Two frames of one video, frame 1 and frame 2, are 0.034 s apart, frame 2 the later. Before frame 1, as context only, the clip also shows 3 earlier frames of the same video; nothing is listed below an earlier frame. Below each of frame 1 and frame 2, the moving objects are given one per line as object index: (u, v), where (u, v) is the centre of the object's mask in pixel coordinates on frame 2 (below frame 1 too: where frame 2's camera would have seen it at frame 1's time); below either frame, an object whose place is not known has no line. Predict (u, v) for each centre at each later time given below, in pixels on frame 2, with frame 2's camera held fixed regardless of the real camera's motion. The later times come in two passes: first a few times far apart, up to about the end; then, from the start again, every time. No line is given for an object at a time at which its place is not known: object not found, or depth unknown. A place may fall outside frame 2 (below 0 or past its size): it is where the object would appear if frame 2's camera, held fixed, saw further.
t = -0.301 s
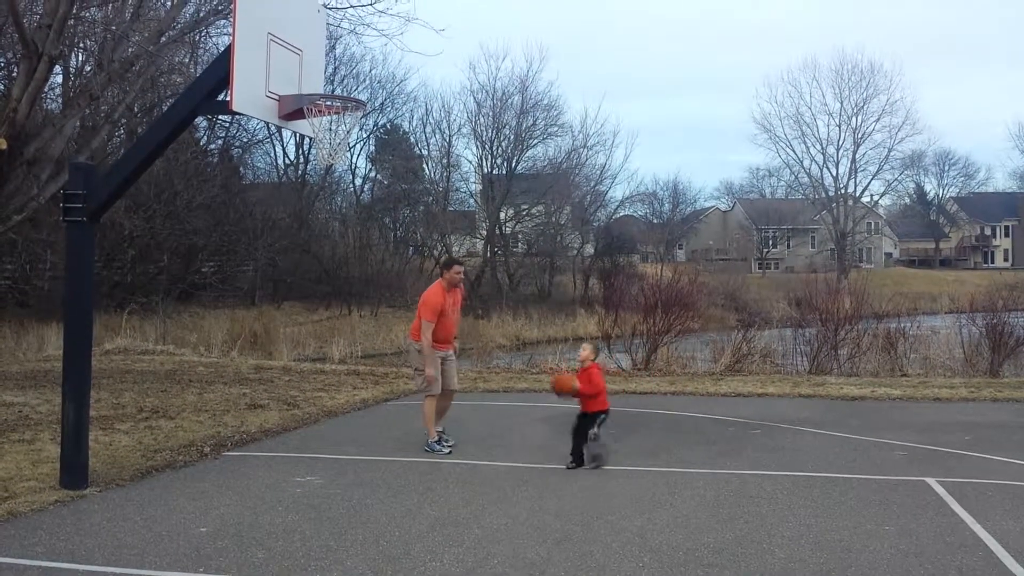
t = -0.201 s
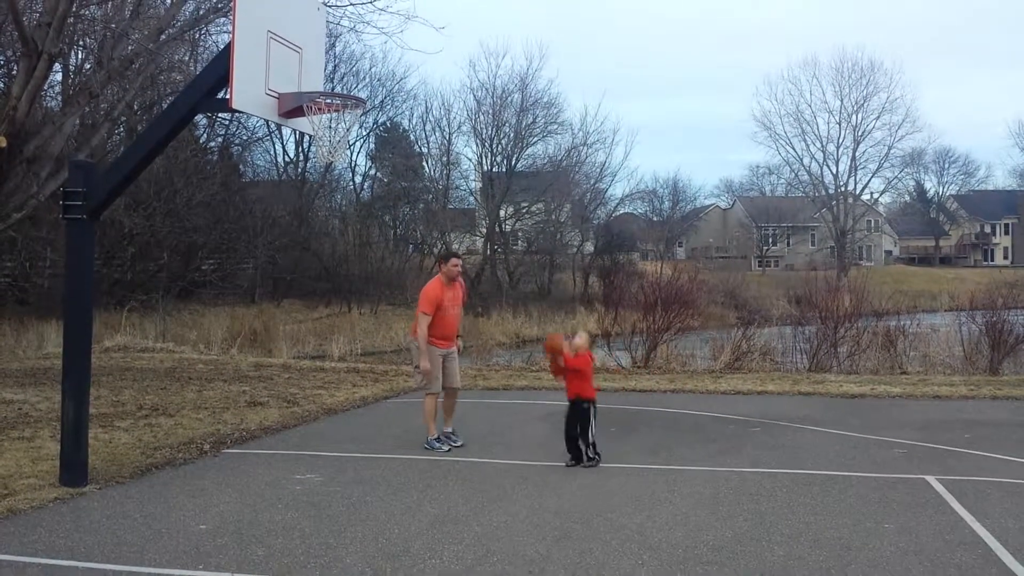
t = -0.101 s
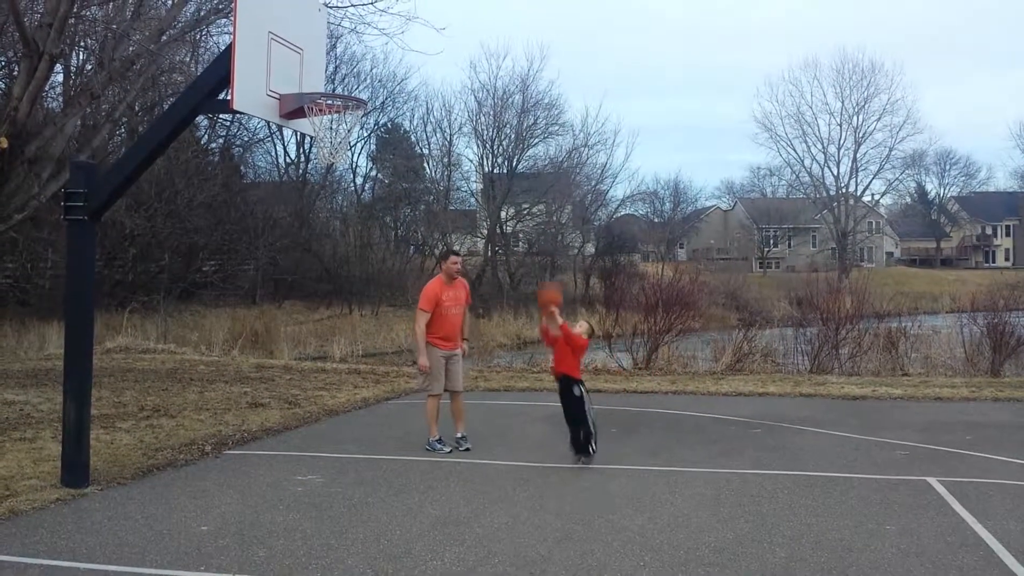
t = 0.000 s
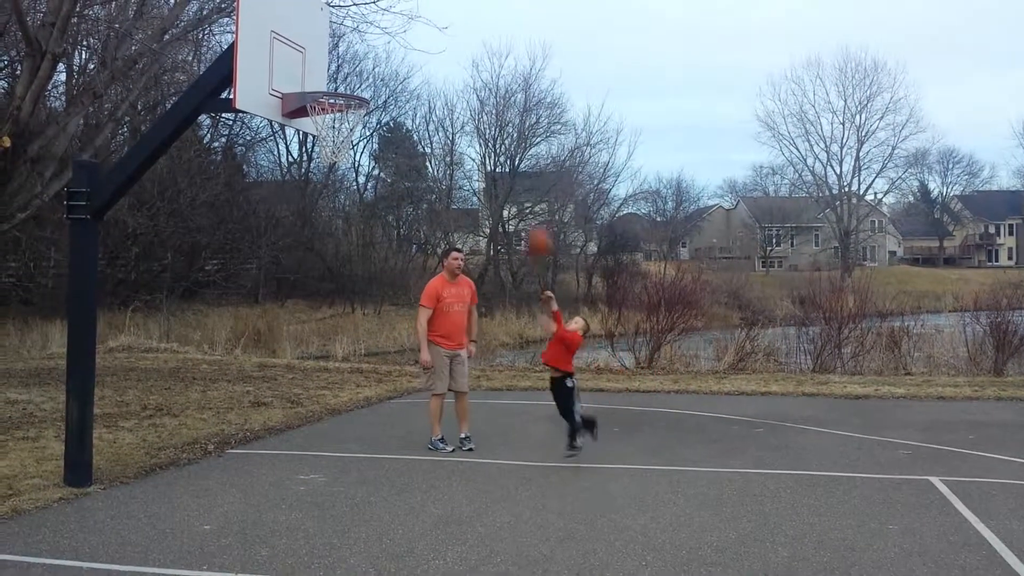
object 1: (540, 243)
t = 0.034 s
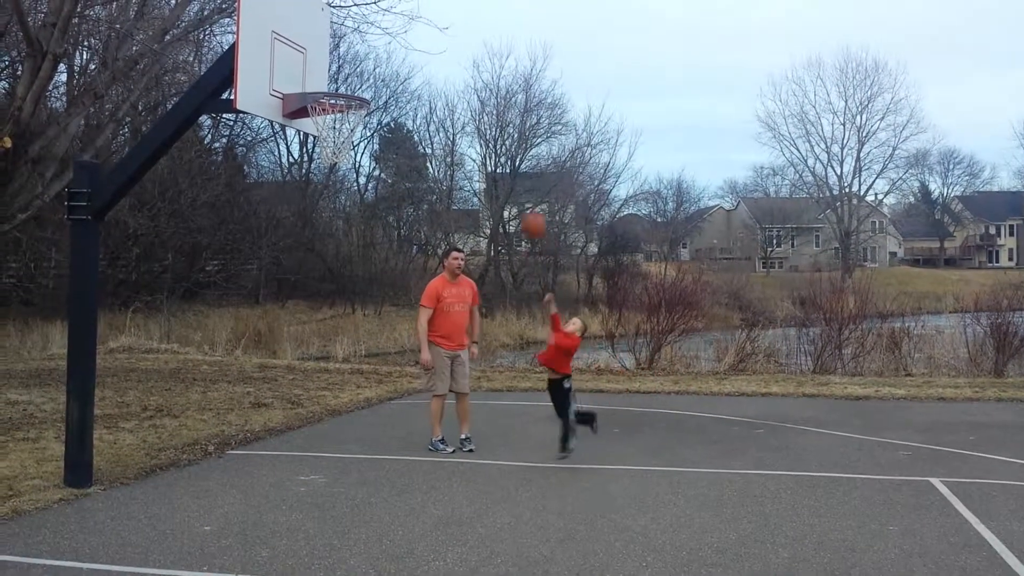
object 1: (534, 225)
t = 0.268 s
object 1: (496, 134)
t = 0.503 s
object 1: (450, 98)
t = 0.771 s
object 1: (399, 152)
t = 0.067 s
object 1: (528, 209)
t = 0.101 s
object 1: (523, 193)
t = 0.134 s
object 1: (518, 182)
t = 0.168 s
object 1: (514, 168)
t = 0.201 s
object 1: (507, 155)
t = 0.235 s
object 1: (502, 144)
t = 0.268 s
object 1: (496, 134)
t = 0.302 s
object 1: (486, 118)
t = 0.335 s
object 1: (480, 110)
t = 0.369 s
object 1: (474, 106)
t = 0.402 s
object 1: (468, 102)
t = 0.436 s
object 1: (462, 99)
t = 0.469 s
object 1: (456, 98)
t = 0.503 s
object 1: (450, 98)
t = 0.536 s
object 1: (443, 99)
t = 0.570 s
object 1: (436, 102)
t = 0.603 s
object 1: (430, 106)
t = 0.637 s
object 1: (424, 112)
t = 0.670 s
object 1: (417, 120)
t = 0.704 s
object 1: (410, 130)
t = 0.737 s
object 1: (403, 141)
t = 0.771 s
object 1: (399, 152)
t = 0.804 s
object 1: (393, 166)
